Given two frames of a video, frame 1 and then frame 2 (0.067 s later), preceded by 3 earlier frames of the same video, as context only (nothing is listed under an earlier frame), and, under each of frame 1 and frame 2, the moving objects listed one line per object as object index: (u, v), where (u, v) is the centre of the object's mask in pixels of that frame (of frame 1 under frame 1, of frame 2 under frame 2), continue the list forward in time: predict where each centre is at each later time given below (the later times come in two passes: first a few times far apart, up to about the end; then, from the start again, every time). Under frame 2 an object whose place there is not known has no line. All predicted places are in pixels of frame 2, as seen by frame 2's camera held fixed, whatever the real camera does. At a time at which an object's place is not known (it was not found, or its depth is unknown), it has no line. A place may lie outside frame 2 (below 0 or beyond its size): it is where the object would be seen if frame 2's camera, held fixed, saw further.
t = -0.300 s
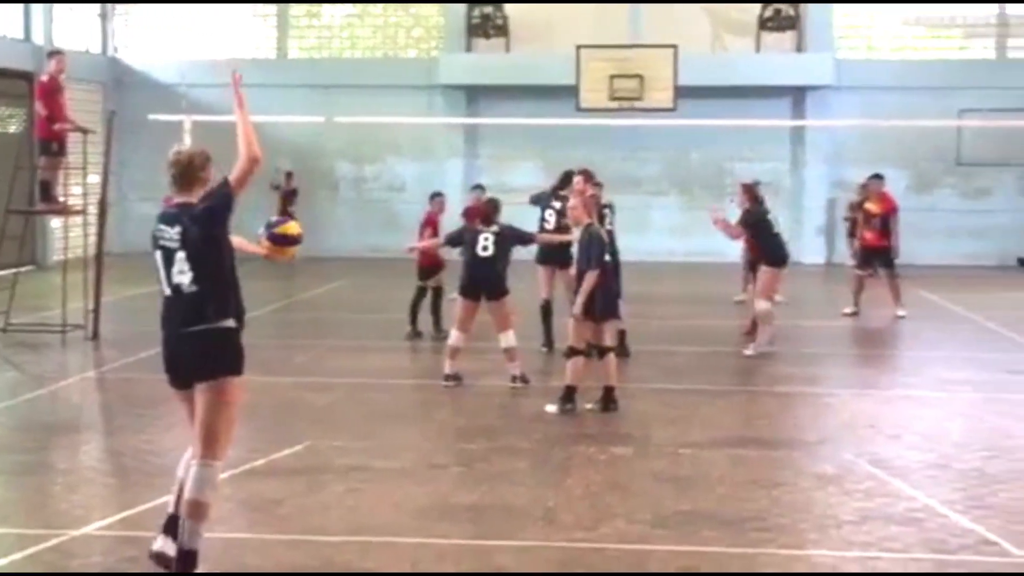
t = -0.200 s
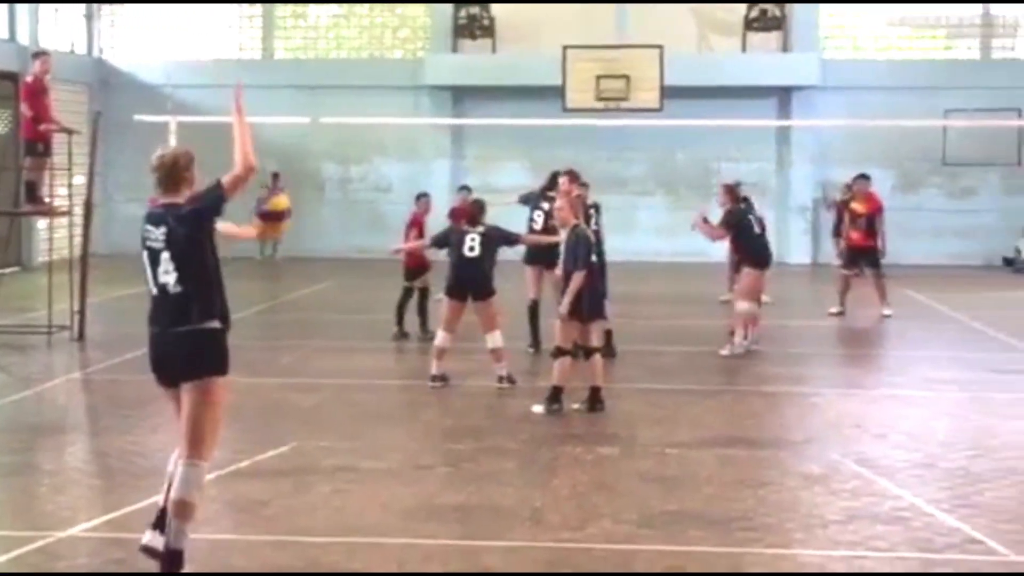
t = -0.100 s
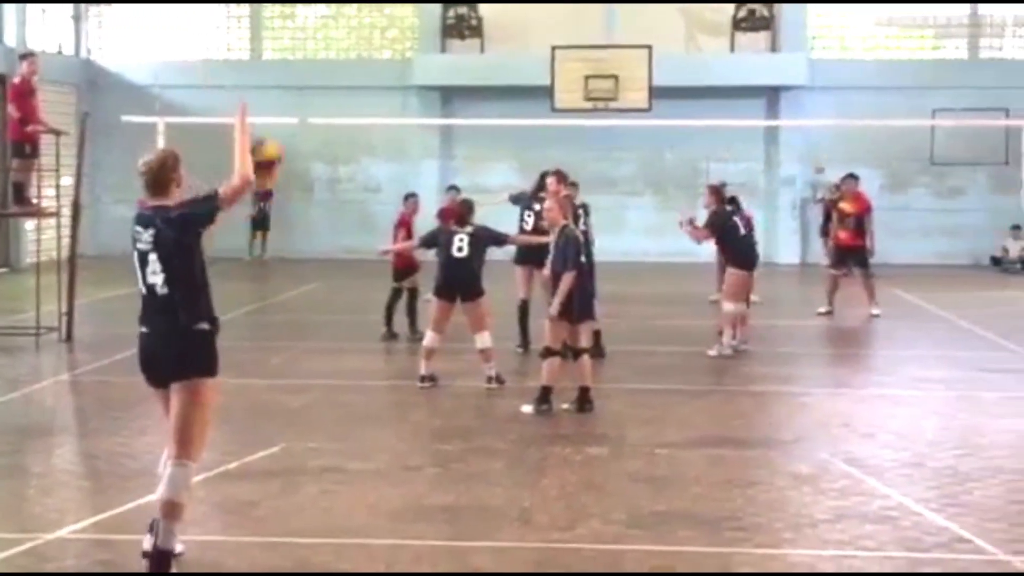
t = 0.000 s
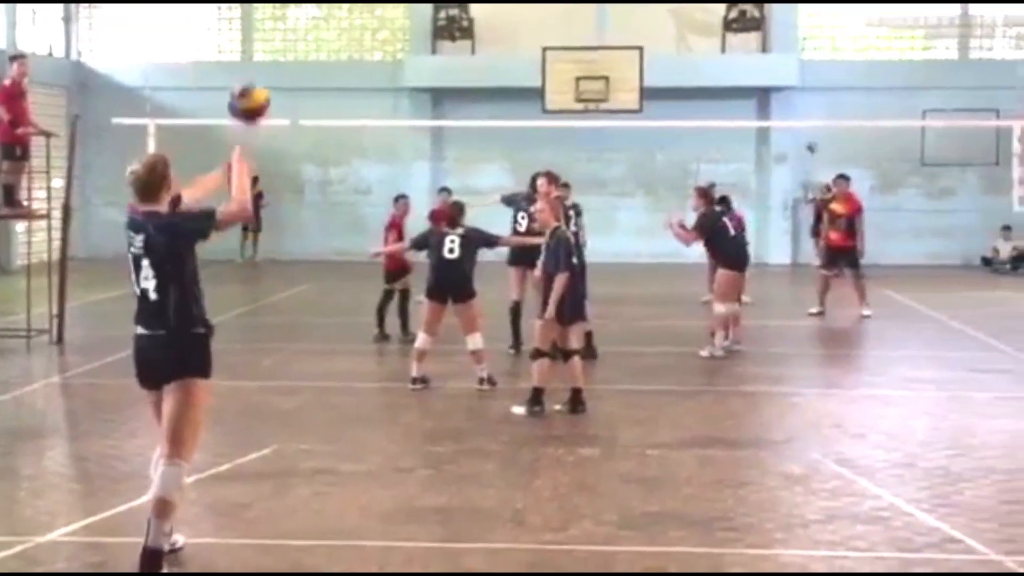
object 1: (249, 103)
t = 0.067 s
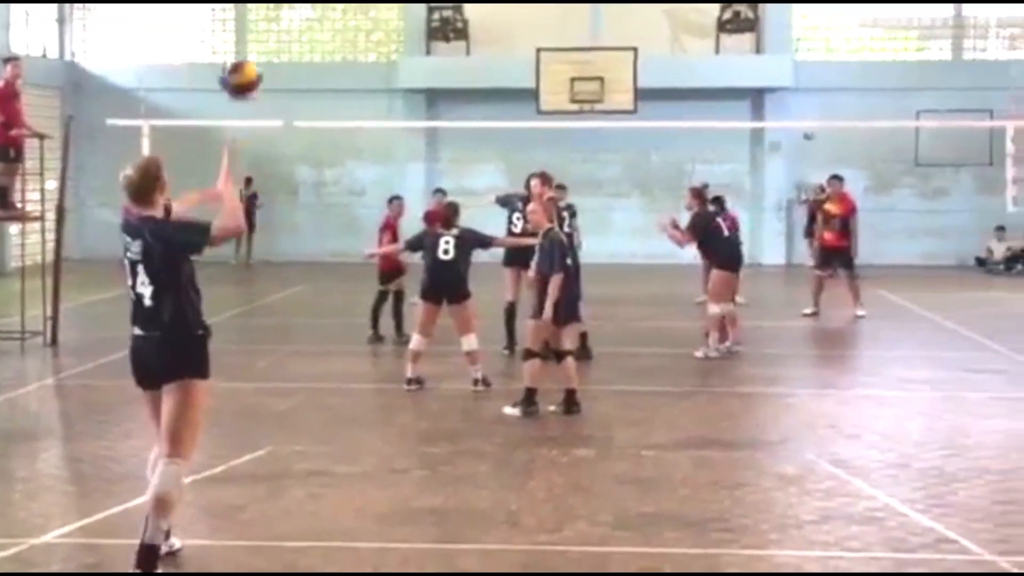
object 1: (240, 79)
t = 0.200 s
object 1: (236, 53)
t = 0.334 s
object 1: (235, 58)
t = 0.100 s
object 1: (240, 69)
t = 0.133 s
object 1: (239, 61)
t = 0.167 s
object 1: (238, 56)
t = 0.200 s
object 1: (236, 53)
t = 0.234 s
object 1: (237, 52)
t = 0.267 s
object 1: (236, 52)
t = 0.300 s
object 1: (235, 54)
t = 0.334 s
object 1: (235, 58)
